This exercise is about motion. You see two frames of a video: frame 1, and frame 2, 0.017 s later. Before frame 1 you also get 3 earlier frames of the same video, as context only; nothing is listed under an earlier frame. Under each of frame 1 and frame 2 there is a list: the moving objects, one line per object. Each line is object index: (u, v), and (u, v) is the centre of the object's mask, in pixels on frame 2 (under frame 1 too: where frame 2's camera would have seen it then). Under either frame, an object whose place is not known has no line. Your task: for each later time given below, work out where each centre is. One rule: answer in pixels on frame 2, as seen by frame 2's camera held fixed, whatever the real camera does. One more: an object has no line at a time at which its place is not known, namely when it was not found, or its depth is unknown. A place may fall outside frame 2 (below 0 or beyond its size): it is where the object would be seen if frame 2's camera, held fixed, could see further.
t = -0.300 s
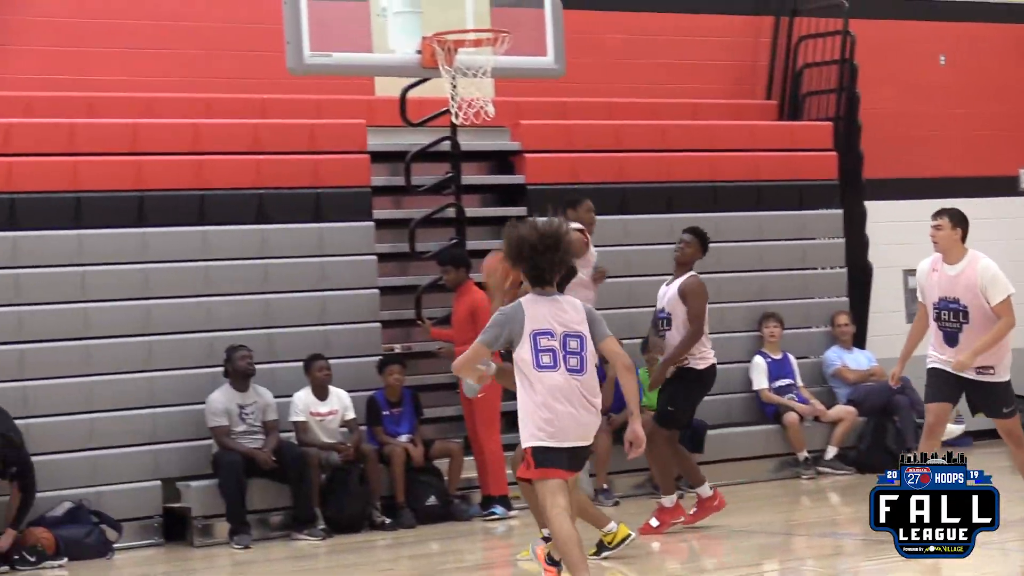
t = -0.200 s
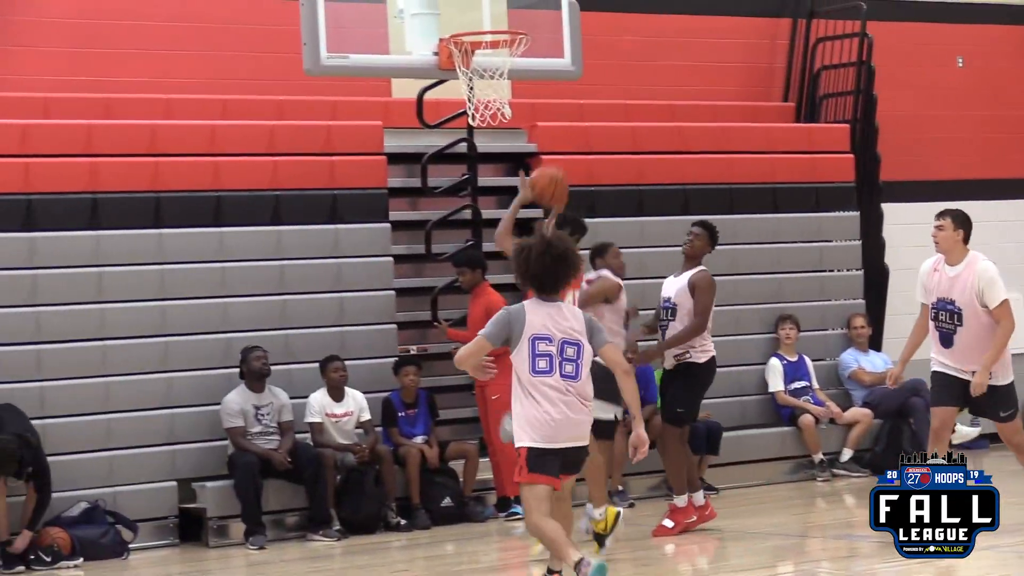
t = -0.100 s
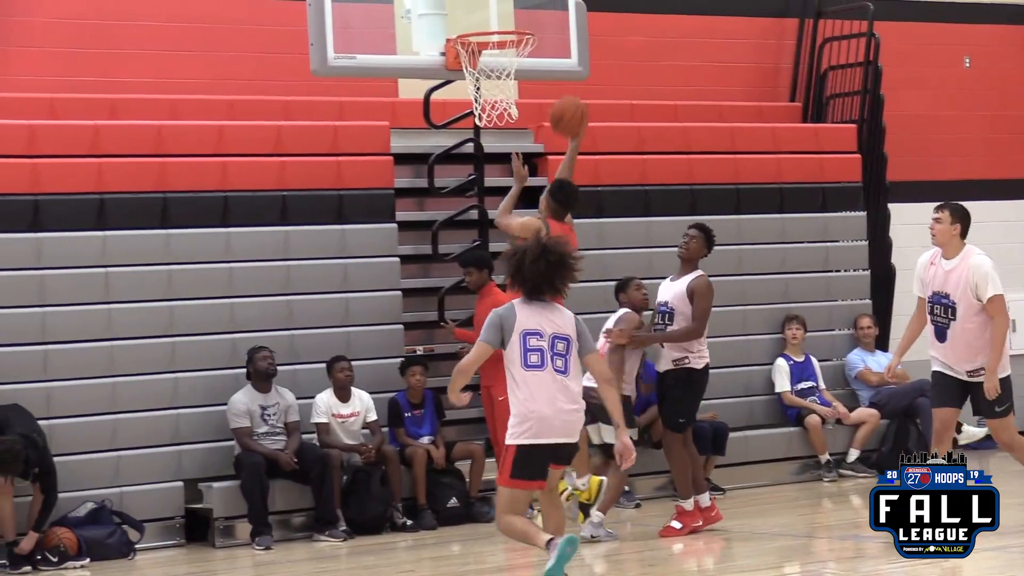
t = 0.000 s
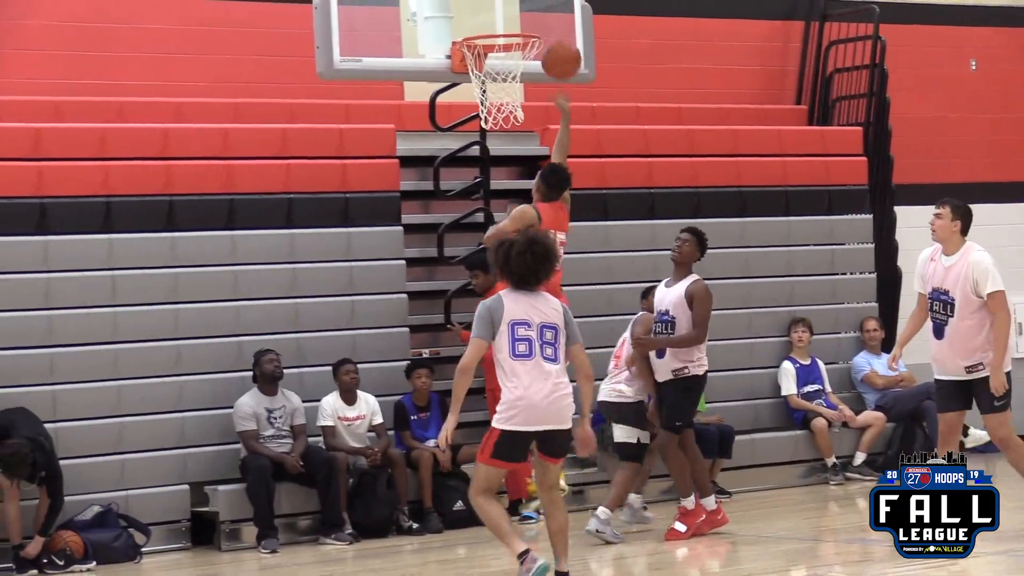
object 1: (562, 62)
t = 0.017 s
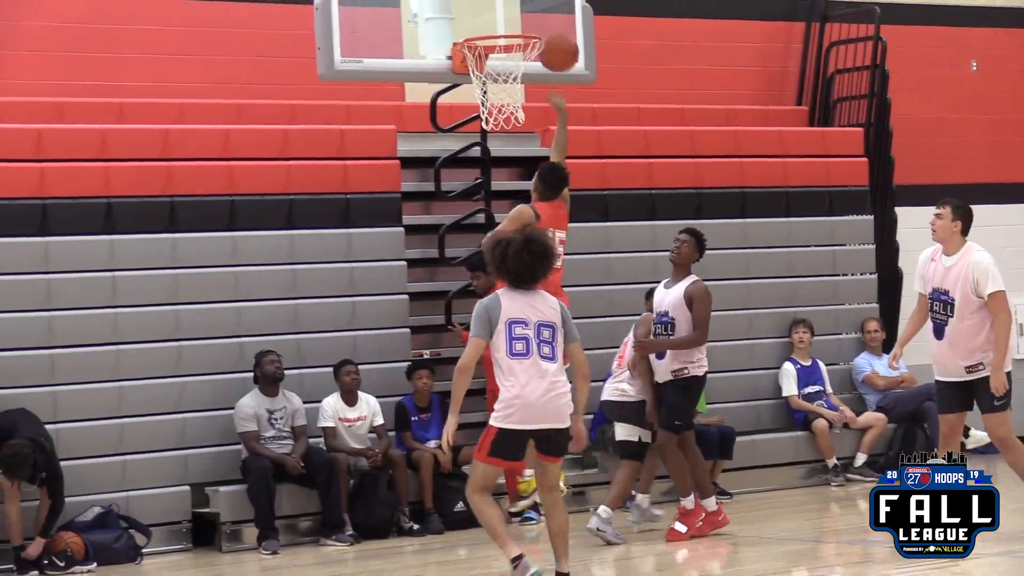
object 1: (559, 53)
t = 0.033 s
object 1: (556, 45)
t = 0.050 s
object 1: (553, 36)
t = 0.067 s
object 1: (550, 28)
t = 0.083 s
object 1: (545, 22)
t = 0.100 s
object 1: (541, 16)
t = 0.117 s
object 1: (538, 10)
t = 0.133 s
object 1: (535, 5)
